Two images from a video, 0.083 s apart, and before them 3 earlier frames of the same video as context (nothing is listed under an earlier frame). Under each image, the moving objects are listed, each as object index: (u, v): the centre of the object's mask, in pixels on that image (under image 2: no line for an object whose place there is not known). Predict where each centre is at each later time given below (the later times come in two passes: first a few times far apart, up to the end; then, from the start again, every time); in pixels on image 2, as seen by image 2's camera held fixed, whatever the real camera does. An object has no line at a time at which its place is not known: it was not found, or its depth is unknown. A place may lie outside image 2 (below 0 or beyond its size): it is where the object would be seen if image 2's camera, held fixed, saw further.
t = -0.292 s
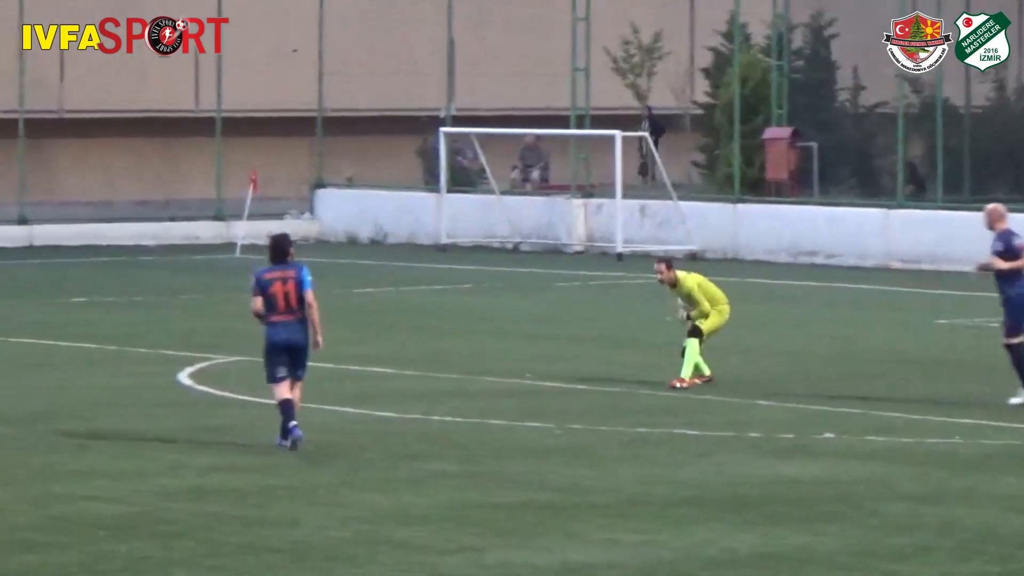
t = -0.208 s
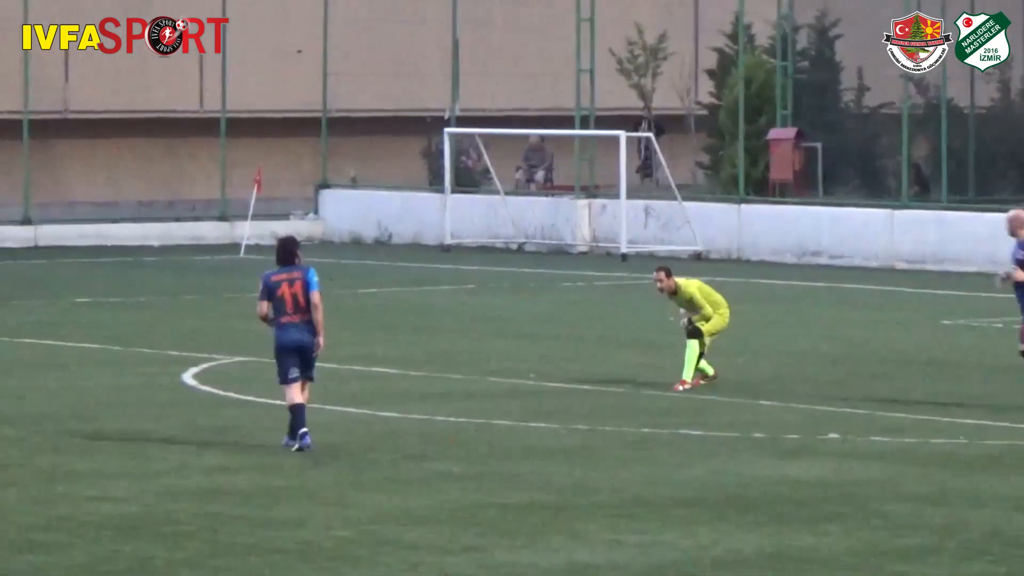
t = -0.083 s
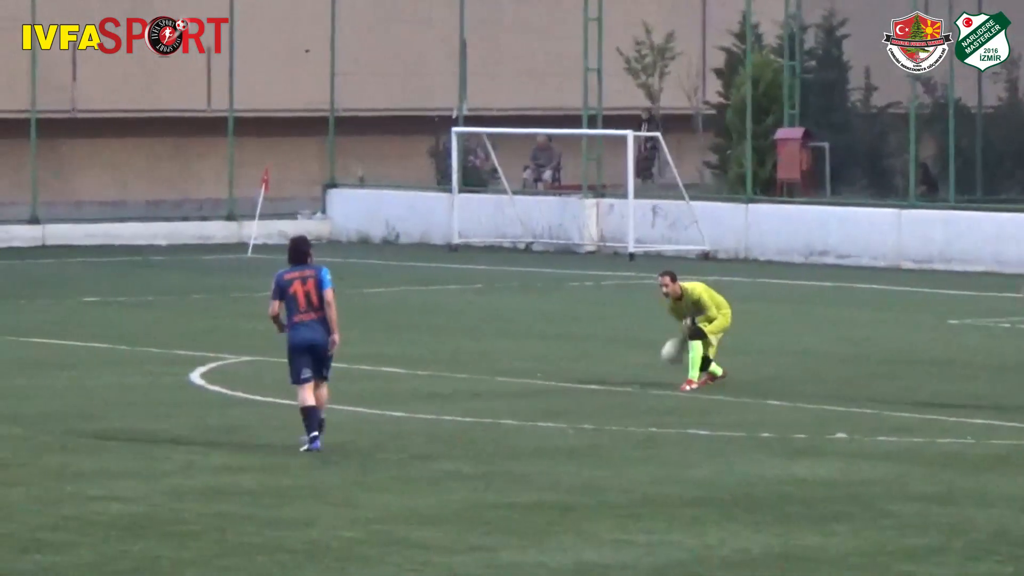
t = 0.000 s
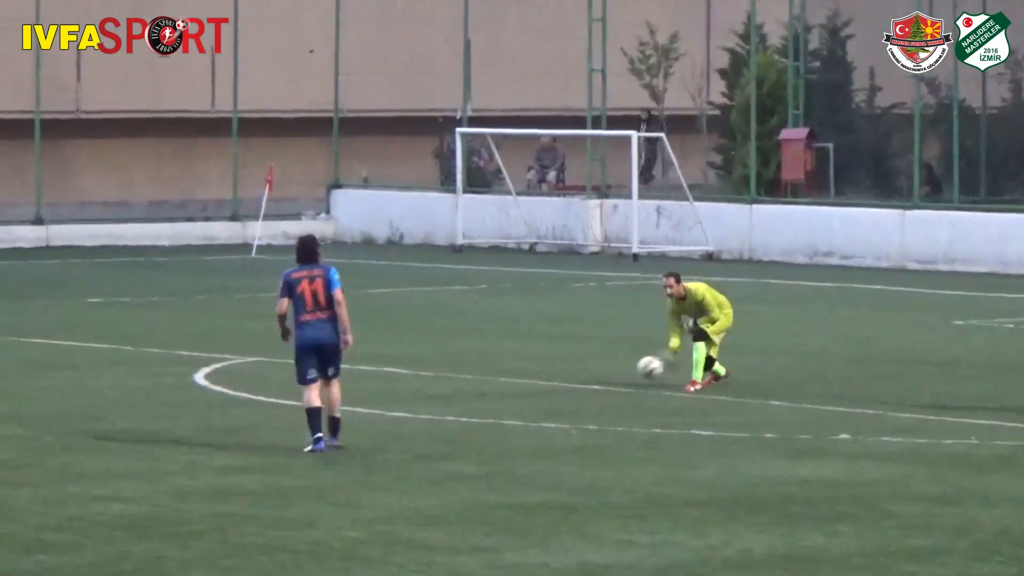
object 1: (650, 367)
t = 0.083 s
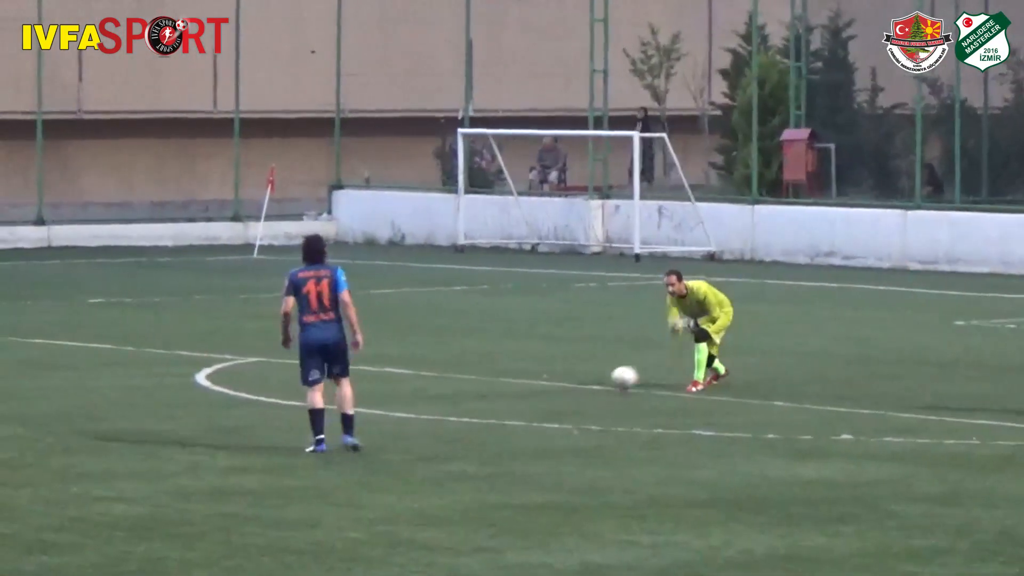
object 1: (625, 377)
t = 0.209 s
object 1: (584, 383)
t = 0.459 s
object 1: (506, 400)
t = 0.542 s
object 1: (481, 406)
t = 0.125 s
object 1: (611, 385)
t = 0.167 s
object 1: (597, 387)
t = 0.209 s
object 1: (584, 383)
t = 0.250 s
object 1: (572, 382)
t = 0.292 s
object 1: (558, 381)
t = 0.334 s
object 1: (544, 383)
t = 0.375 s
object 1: (533, 387)
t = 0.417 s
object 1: (520, 392)
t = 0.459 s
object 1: (506, 400)
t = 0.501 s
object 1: (492, 409)
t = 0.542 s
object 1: (481, 406)
